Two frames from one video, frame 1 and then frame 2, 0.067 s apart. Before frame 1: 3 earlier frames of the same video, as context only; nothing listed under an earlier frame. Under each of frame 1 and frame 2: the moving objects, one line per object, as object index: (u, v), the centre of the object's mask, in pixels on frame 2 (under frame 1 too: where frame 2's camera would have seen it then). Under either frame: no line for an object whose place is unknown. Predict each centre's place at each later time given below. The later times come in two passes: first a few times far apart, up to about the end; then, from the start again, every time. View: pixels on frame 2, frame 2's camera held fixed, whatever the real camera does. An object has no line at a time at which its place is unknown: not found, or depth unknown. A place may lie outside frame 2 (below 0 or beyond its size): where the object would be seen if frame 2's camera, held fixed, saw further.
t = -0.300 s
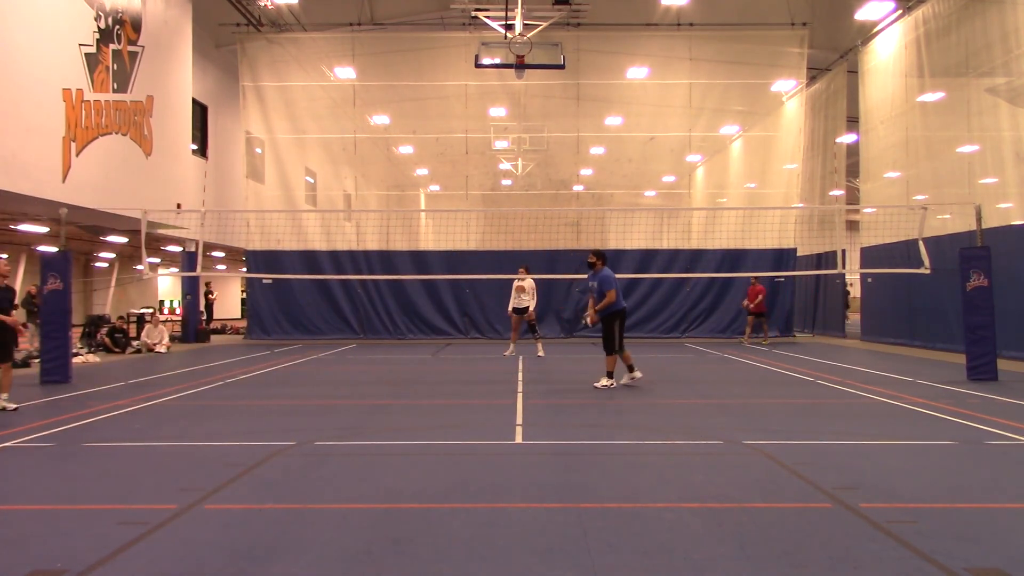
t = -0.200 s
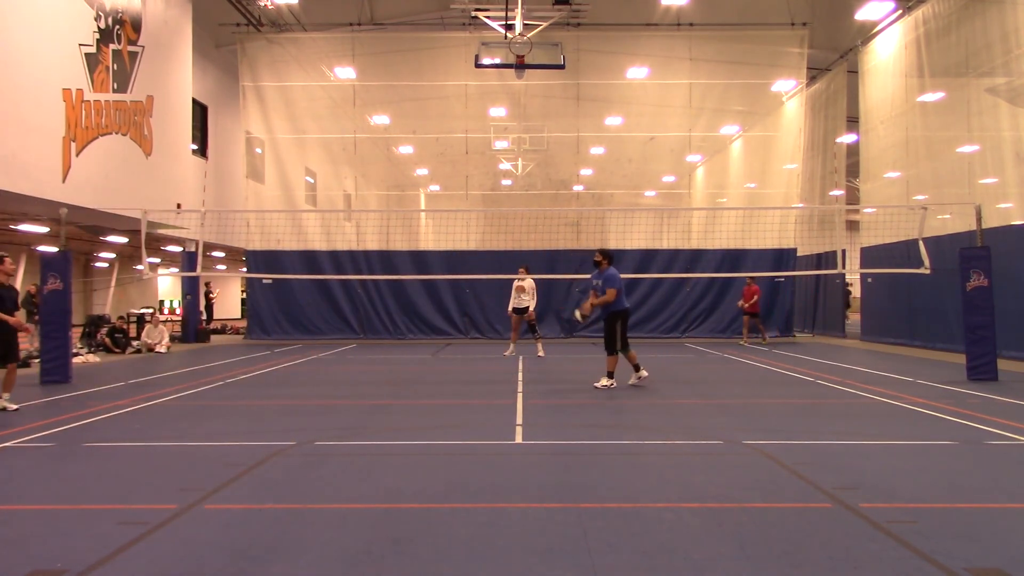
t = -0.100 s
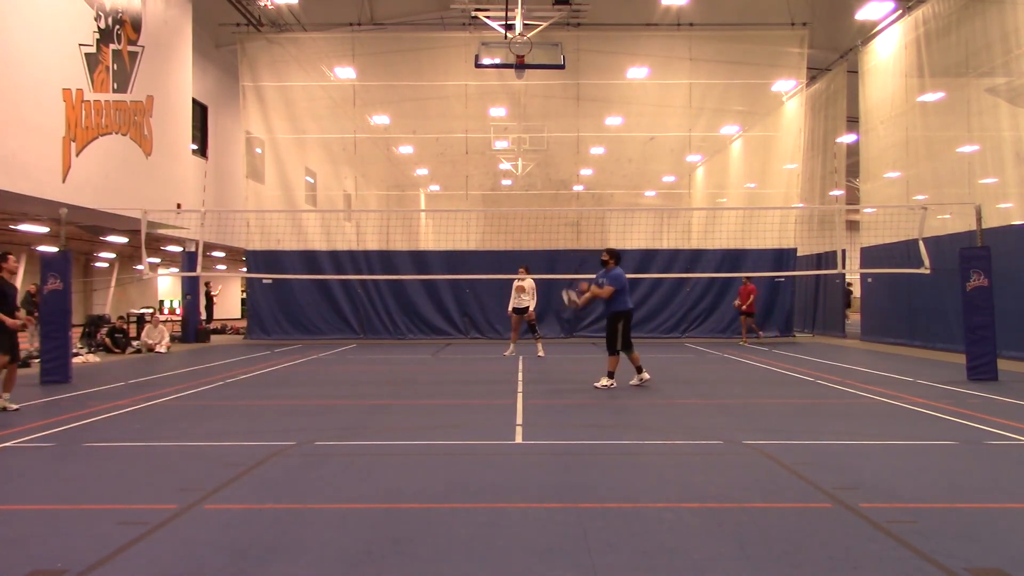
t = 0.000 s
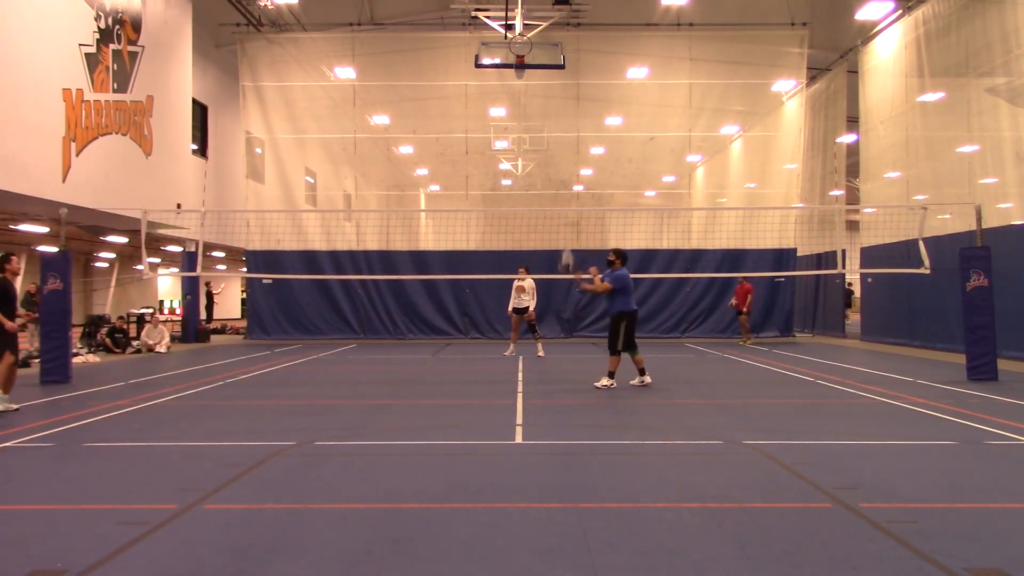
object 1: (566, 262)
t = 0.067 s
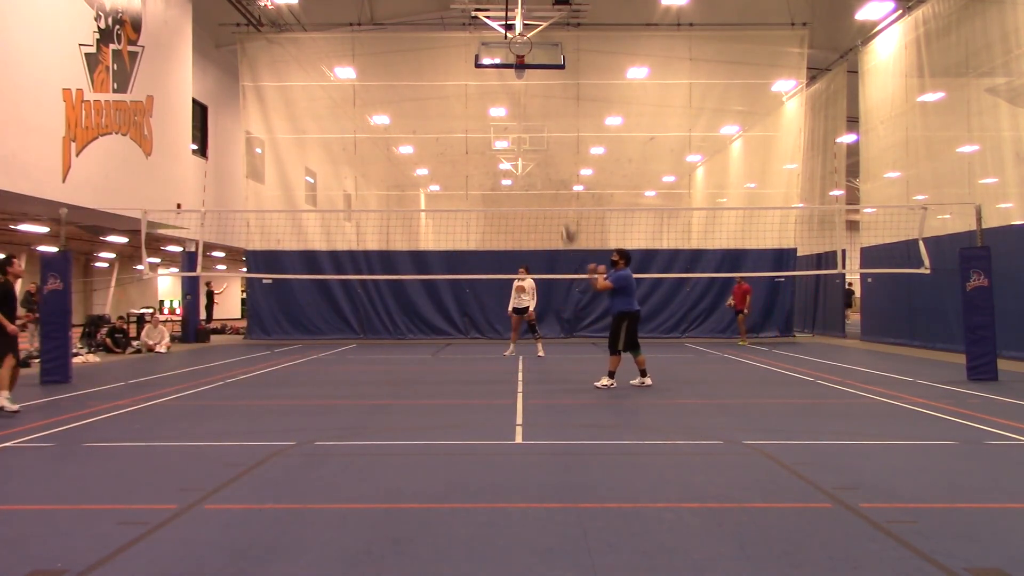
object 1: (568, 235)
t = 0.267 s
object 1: (575, 176)
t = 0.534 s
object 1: (582, 145)
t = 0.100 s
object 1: (570, 221)
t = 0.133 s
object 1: (570, 210)
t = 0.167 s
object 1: (572, 202)
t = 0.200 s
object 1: (572, 193)
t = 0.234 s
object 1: (573, 184)
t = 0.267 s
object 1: (575, 176)
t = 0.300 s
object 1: (575, 169)
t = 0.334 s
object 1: (576, 163)
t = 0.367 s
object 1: (578, 158)
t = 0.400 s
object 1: (579, 154)
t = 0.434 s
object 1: (579, 150)
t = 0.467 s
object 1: (580, 147)
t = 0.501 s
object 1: (581, 146)
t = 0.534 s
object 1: (582, 145)
